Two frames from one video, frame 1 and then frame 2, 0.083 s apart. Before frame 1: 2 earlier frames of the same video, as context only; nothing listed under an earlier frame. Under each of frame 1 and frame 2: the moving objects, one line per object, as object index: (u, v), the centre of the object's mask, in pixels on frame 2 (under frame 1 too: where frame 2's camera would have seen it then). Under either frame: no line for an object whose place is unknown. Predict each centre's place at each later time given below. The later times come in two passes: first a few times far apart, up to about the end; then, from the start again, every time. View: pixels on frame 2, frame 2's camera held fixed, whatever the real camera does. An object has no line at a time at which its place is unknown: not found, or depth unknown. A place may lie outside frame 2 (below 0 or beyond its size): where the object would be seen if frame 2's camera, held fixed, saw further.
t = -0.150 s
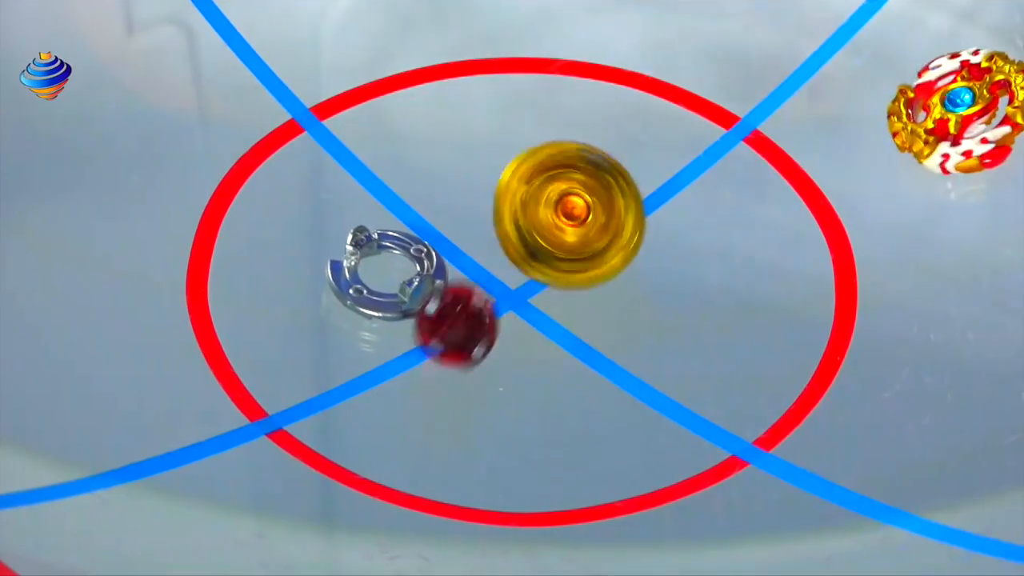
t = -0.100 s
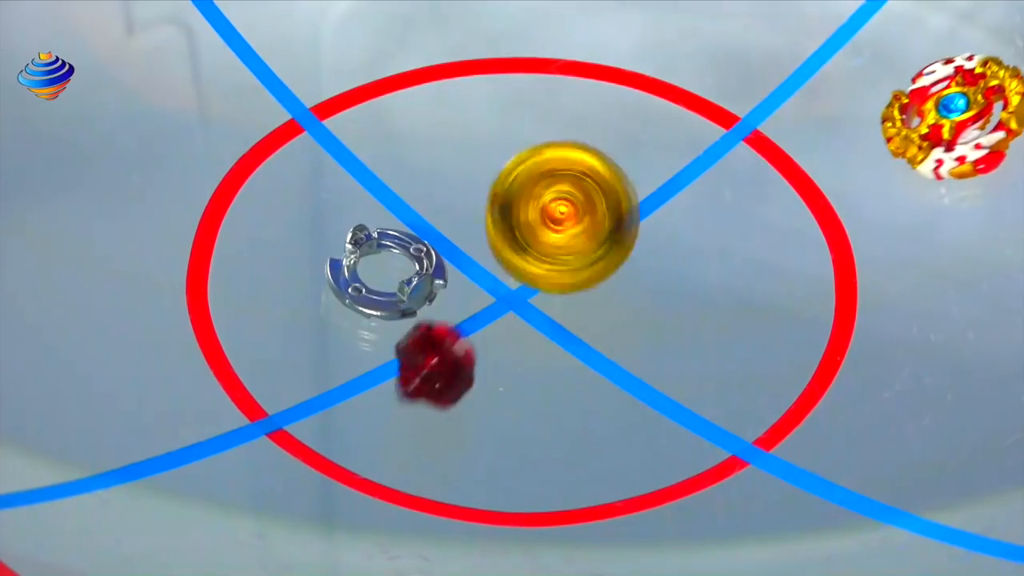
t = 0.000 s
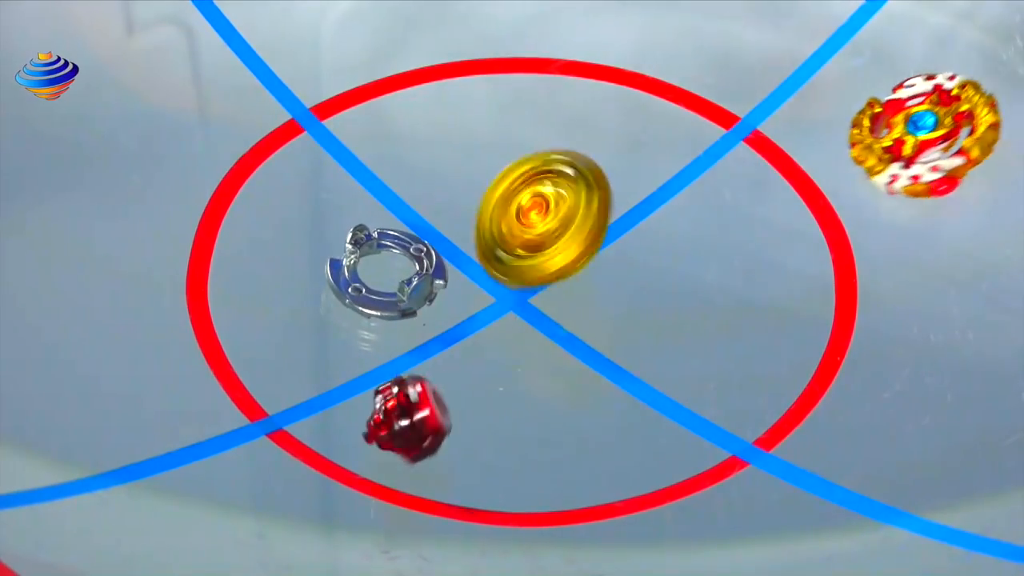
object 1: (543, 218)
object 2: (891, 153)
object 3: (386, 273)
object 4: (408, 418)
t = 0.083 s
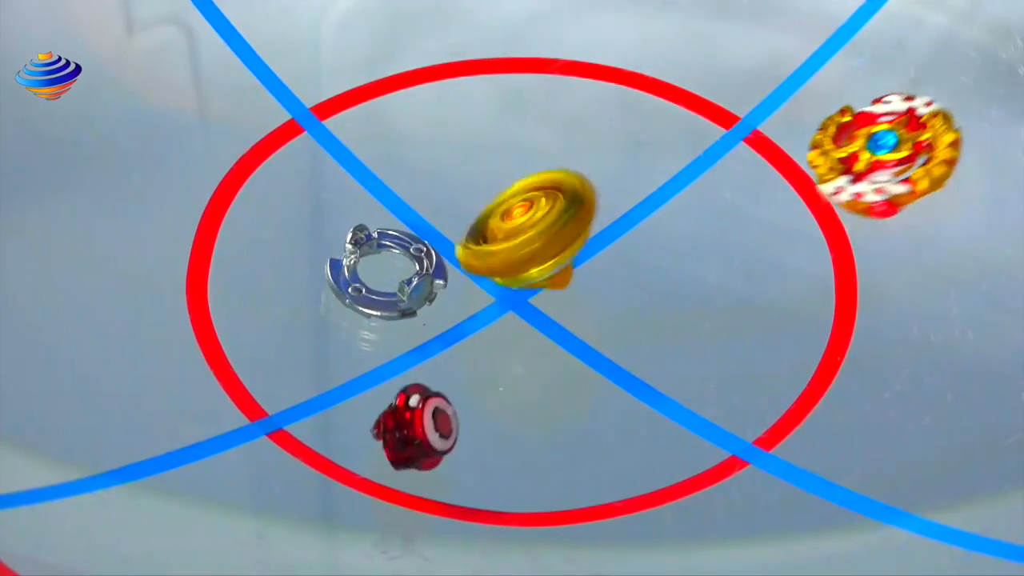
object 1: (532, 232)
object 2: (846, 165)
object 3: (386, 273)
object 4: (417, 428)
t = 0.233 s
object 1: (498, 248)
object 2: (741, 198)
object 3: (384, 274)
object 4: (439, 400)
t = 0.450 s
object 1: (502, 258)
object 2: (601, 234)
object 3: (385, 260)
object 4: (435, 368)
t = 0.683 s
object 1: (516, 264)
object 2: (617, 238)
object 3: (389, 256)
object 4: (385, 380)
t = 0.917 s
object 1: (509, 264)
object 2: (624, 238)
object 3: (388, 257)
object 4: (401, 368)
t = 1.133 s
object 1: (497, 246)
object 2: (635, 241)
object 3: (380, 254)
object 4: (403, 367)
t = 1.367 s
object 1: (568, 274)
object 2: (650, 239)
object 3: (350, 230)
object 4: (406, 363)
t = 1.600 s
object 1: (533, 285)
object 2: (641, 244)
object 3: (358, 233)
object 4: (407, 362)
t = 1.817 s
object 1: (505, 252)
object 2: (626, 248)
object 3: (360, 234)
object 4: (408, 362)
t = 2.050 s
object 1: (509, 255)
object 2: (616, 247)
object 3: (361, 234)
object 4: (409, 361)
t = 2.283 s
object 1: (514, 250)
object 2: (620, 249)
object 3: (361, 234)
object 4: (410, 360)
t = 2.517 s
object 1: (523, 241)
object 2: (618, 249)
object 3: (361, 235)
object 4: (410, 360)
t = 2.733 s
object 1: (513, 242)
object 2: (613, 252)
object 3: (361, 235)
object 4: (410, 360)
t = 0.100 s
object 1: (526, 234)
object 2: (837, 168)
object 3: (386, 273)
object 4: (420, 427)
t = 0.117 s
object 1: (523, 238)
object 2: (825, 170)
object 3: (386, 273)
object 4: (422, 425)
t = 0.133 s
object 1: (520, 244)
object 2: (815, 173)
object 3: (386, 273)
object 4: (424, 422)
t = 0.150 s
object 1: (516, 246)
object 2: (804, 178)
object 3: (385, 273)
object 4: (427, 419)
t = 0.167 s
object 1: (513, 247)
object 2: (794, 182)
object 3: (386, 273)
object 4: (429, 416)
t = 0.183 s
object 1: (507, 247)
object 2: (783, 185)
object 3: (385, 273)
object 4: (431, 412)
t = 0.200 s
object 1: (506, 250)
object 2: (770, 188)
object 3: (385, 274)
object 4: (434, 409)
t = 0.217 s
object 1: (499, 251)
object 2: (755, 189)
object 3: (385, 273)
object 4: (437, 405)
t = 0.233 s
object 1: (498, 248)
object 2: (741, 198)
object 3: (384, 274)
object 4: (439, 400)
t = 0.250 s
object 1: (494, 253)
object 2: (729, 201)
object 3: (384, 274)
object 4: (443, 396)
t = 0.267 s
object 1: (490, 254)
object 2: (714, 207)
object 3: (383, 274)
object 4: (446, 392)
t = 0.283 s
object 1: (489, 256)
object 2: (704, 208)
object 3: (383, 274)
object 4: (449, 387)
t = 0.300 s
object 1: (485, 254)
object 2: (690, 211)
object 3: (384, 274)
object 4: (453, 382)
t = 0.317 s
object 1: (486, 254)
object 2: (675, 216)
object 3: (383, 274)
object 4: (456, 377)
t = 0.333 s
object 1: (485, 252)
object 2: (661, 220)
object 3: (383, 274)
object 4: (460, 371)
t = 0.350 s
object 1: (485, 249)
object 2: (647, 225)
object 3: (383, 274)
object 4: (463, 366)
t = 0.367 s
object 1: (486, 251)
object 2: (634, 227)
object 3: (383, 274)
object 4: (466, 361)
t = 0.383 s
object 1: (485, 249)
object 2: (622, 229)
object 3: (383, 272)
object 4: (469, 356)
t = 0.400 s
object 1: (493, 254)
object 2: (611, 232)
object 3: (382, 268)
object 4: (472, 351)
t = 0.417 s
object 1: (497, 254)
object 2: (599, 234)
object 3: (383, 265)
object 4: (463, 355)
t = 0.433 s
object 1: (500, 253)
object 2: (595, 235)
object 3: (384, 262)
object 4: (448, 361)
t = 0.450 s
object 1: (502, 258)
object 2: (601, 234)
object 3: (385, 260)
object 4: (435, 368)
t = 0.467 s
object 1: (501, 260)
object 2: (601, 235)
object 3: (386, 259)
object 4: (424, 373)
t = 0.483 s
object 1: (506, 264)
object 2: (604, 235)
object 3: (387, 257)
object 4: (413, 379)
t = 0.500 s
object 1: (506, 266)
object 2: (605, 233)
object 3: (387, 257)
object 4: (404, 382)
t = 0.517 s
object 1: (505, 263)
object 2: (606, 232)
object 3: (386, 256)
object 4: (396, 384)
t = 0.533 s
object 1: (506, 261)
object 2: (608, 233)
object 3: (386, 256)
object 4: (389, 386)
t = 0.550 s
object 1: (508, 263)
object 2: (608, 231)
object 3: (386, 256)
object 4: (385, 387)
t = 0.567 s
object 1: (510, 265)
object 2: (608, 230)
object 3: (387, 256)
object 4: (382, 387)
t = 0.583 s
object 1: (510, 267)
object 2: (610, 230)
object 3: (387, 256)
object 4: (380, 386)
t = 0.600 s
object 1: (511, 266)
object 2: (610, 230)
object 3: (387, 256)
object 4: (379, 385)
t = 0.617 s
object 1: (511, 266)
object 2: (611, 234)
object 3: (388, 256)
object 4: (380, 384)
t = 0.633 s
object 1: (512, 264)
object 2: (611, 233)
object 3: (388, 256)
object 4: (381, 383)
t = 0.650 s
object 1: (514, 262)
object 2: (614, 233)
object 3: (389, 256)
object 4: (382, 382)
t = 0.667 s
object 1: (516, 265)
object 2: (616, 236)
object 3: (389, 256)
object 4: (384, 381)
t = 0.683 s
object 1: (516, 264)
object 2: (617, 238)
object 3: (389, 256)
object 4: (385, 380)
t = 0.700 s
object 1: (517, 265)
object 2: (615, 237)
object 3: (389, 256)
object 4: (387, 379)
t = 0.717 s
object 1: (518, 267)
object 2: (615, 239)
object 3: (389, 256)
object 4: (388, 378)
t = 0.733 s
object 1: (521, 265)
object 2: (616, 239)
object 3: (389, 256)
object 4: (390, 376)
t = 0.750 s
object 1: (524, 265)
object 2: (618, 239)
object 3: (389, 256)
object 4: (392, 375)
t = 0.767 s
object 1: (522, 265)
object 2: (618, 239)
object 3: (389, 256)
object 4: (393, 374)
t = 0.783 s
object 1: (524, 266)
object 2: (618, 239)
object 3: (389, 256)
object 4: (394, 373)
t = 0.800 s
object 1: (525, 270)
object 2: (618, 239)
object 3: (389, 256)
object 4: (395, 372)
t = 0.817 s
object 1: (522, 270)
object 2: (617, 239)
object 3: (389, 256)
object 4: (397, 371)
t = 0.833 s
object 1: (525, 268)
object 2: (620, 236)
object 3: (389, 256)
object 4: (398, 371)
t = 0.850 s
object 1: (522, 265)
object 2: (619, 235)
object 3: (389, 256)
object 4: (399, 370)
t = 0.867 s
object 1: (521, 261)
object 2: (618, 236)
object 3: (389, 256)
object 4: (399, 369)
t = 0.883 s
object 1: (522, 264)
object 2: (618, 234)
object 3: (389, 256)
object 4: (400, 369)
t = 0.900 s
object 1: (515, 264)
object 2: (621, 235)
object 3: (389, 256)
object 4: (401, 368)
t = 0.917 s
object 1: (509, 264)
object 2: (624, 238)
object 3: (388, 257)
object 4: (401, 368)
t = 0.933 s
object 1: (506, 260)
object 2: (622, 236)
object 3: (389, 256)
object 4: (402, 367)
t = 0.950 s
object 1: (500, 254)
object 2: (633, 241)
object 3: (388, 256)
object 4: (402, 367)
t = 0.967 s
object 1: (495, 249)
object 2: (636, 242)
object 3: (387, 257)
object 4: (402, 367)
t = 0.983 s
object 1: (494, 252)
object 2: (636, 243)
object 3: (386, 256)
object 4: (402, 367)
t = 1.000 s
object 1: (490, 252)
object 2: (636, 243)
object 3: (384, 254)
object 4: (403, 367)
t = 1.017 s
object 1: (491, 248)
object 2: (635, 242)
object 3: (383, 253)
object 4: (403, 367)
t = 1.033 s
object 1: (497, 247)
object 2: (635, 242)
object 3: (383, 253)
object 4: (403, 367)
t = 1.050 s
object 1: (497, 245)
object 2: (635, 242)
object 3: (383, 253)
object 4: (403, 367)
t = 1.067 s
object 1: (497, 241)
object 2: (635, 242)
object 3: (383, 253)
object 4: (403, 367)
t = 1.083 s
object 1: (499, 242)
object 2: (635, 242)
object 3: (383, 253)
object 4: (403, 367)
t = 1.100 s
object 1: (498, 245)
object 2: (635, 242)
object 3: (382, 254)
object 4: (403, 367)
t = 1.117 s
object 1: (497, 246)
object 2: (635, 242)
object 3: (381, 254)
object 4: (403, 367)
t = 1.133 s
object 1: (497, 246)
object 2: (635, 241)
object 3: (380, 254)
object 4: (403, 367)
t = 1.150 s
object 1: (497, 245)
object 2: (636, 243)
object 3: (379, 254)
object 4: (403, 367)
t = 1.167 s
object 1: (498, 244)
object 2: (636, 243)
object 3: (379, 254)
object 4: (403, 367)
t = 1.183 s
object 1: (499, 244)
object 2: (636, 243)
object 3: (380, 254)
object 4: (403, 367)
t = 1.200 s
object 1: (502, 247)
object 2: (636, 243)
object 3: (376, 248)
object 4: (403, 366)
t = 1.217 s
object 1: (509, 249)
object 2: (636, 243)
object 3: (368, 243)
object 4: (403, 366)
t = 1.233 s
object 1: (518, 251)
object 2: (636, 243)
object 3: (360, 239)
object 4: (404, 366)
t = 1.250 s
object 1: (525, 254)
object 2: (637, 243)
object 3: (354, 235)
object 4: (404, 365)
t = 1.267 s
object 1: (531, 256)
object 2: (638, 243)
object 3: (350, 232)
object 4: (405, 365)
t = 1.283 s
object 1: (538, 257)
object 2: (640, 243)
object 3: (348, 231)
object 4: (405, 364)
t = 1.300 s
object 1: (544, 262)
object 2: (641, 242)
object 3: (348, 230)
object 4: (406, 364)
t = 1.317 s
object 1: (549, 266)
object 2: (644, 242)
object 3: (348, 230)
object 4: (406, 364)
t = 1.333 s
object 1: (555, 268)
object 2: (645, 242)
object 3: (349, 230)
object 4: (406, 364)
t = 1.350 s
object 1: (563, 269)
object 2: (647, 242)
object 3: (350, 230)
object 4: (406, 364)
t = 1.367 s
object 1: (568, 274)
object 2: (650, 239)
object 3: (350, 230)
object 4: (406, 363)
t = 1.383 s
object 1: (570, 279)
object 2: (650, 239)
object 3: (351, 231)
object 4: (407, 363)
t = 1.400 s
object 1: (571, 281)
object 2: (649, 239)
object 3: (351, 231)
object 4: (407, 363)
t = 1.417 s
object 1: (576, 281)
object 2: (648, 237)
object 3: (352, 231)
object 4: (407, 363)
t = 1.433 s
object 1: (576, 284)
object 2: (647, 236)
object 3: (353, 231)
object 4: (407, 363)
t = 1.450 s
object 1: (572, 287)
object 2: (647, 234)
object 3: (353, 231)
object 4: (407, 363)
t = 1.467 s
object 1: (568, 289)
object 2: (647, 235)
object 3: (354, 232)
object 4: (407, 363)
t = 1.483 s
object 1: (566, 291)
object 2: (650, 236)
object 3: (354, 232)
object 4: (407, 363)
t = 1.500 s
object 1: (562, 290)
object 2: (649, 238)
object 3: (354, 232)
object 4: (407, 363)
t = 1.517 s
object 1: (557, 292)
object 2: (647, 239)
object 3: (355, 232)
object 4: (407, 363)
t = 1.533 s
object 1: (553, 291)
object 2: (646, 240)
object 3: (356, 233)
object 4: (407, 363)
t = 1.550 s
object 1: (547, 290)
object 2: (644, 242)
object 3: (356, 233)
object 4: (407, 363)
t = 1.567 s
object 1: (544, 288)
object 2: (644, 242)
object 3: (357, 233)
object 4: (407, 363)
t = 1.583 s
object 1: (538, 286)
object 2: (643, 243)
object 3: (358, 233)
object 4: (407, 362)
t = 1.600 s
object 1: (533, 285)
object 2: (641, 244)
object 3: (358, 233)
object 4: (407, 362)
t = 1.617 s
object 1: (529, 280)
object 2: (640, 244)
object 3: (358, 233)
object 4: (407, 362)
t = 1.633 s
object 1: (527, 277)
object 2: (639, 244)
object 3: (359, 233)
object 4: (407, 362)
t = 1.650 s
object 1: (527, 276)
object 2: (638, 245)
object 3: (359, 234)
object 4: (407, 362)
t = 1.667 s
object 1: (524, 271)
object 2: (636, 245)
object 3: (359, 234)
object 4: (407, 362)
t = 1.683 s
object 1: (522, 267)
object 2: (634, 245)
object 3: (359, 234)
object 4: (407, 362)
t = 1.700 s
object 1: (520, 262)
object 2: (632, 245)
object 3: (359, 234)
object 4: (408, 362)
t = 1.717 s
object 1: (519, 260)
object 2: (632, 246)
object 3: (359, 234)
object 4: (408, 362)
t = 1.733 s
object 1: (518, 260)
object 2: (631, 246)
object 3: (359, 234)
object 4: (408, 362)
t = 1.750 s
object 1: (515, 259)
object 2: (629, 246)
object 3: (359, 234)
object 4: (408, 362)
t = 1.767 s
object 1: (512, 256)
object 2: (628, 246)
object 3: (359, 234)
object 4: (408, 362)
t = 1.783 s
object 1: (510, 254)
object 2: (628, 248)
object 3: (360, 234)
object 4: (408, 362)
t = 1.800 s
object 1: (507, 252)
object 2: (627, 248)
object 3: (360, 234)
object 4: (408, 362)
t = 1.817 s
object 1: (505, 252)
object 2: (626, 248)
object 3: (360, 234)
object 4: (408, 362)
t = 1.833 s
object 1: (502, 251)
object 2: (625, 248)
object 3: (360, 234)
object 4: (408, 362)
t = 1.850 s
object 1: (500, 250)
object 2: (624, 249)
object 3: (360, 234)
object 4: (408, 361)
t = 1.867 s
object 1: (499, 250)
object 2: (621, 248)
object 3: (360, 234)
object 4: (408, 361)
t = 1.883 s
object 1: (498, 250)
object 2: (621, 249)
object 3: (360, 234)
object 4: (408, 361)
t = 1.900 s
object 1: (497, 250)
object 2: (618, 248)
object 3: (360, 234)
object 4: (408, 361)
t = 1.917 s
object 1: (496, 249)
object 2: (617, 248)
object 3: (360, 234)
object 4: (408, 361)
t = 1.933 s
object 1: (498, 250)
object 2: (615, 247)
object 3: (360, 234)
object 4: (408, 361)
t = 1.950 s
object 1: (501, 251)
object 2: (615, 247)
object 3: (360, 234)
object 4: (408, 361)
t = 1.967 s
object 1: (505, 251)
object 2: (614, 247)
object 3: (360, 234)
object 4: (408, 361)
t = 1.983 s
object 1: (509, 253)
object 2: (614, 247)
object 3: (360, 234)
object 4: (409, 361)
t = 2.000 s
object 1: (508, 255)
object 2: (614, 247)
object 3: (360, 234)
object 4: (409, 361)
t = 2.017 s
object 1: (508, 256)
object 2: (614, 247)
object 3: (360, 234)
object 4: (409, 361)
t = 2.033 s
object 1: (509, 256)
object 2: (616, 248)
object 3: (361, 234)
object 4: (409, 361)
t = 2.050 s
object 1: (509, 255)
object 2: (616, 247)
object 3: (361, 234)
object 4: (409, 361)
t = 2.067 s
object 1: (508, 254)
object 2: (618, 246)
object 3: (361, 234)
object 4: (409, 361)
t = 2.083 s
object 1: (508, 253)
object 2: (618, 248)
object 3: (361, 234)
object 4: (409, 361)
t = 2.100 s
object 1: (510, 252)
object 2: (618, 248)
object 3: (361, 234)
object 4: (409, 361)
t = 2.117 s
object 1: (510, 251)
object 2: (618, 248)
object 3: (361, 234)
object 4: (409, 361)
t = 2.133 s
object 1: (509, 250)
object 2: (618, 248)
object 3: (361, 234)
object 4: (409, 361)
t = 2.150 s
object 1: (510, 249)
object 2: (618, 248)
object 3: (361, 234)
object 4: (409, 361)
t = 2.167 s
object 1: (511, 247)
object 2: (618, 248)
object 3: (361, 234)
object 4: (409, 361)
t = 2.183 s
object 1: (512, 246)
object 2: (618, 249)
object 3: (361, 234)
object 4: (409, 361)
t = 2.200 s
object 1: (513, 245)
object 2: (618, 248)
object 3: (361, 234)
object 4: (409, 360)
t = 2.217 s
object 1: (514, 245)
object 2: (618, 249)
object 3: (361, 234)
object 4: (409, 360)
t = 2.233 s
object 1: (515, 246)
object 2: (618, 249)
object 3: (361, 234)
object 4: (410, 360)
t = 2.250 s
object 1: (515, 248)
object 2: (619, 249)
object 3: (361, 234)
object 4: (410, 360)
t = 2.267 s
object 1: (515, 249)
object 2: (620, 249)
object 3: (361, 234)
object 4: (410, 360)
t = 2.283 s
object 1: (514, 250)
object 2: (620, 249)
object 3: (361, 234)
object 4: (410, 360)
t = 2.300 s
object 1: (514, 251)
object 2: (620, 249)
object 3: (361, 234)
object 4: (410, 360)
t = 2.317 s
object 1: (514, 251)
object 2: (620, 249)
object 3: (361, 234)
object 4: (410, 360)
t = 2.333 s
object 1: (514, 251)
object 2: (621, 249)
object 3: (361, 234)
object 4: (410, 360)
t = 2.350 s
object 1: (515, 251)
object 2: (621, 249)
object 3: (361, 235)
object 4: (410, 360)
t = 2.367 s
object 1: (515, 250)
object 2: (621, 249)
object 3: (361, 234)
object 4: (410, 360)
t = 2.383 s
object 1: (516, 249)
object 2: (622, 249)
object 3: (361, 235)
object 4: (410, 360)
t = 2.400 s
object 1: (516, 247)
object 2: (621, 249)
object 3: (361, 234)
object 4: (410, 360)
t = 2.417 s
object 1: (516, 246)
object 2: (621, 249)
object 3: (361, 234)
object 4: (410, 360)
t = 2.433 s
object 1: (515, 245)
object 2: (619, 249)
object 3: (361, 234)
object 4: (410, 360)
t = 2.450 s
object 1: (515, 243)
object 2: (619, 249)
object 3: (361, 235)
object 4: (410, 360)
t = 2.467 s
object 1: (516, 241)
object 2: (618, 249)
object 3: (361, 234)
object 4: (410, 360)
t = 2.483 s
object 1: (519, 241)
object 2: (618, 249)
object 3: (361, 235)
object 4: (410, 360)
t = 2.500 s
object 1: (521, 241)
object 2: (618, 249)
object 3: (361, 235)
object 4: (410, 360)
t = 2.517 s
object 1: (523, 241)
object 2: (618, 249)
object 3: (361, 235)
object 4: (410, 360)
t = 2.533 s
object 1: (524, 242)
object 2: (617, 249)
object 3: (361, 234)
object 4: (410, 360)
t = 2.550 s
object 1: (523, 242)
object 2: (618, 249)
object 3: (361, 234)
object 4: (410, 360)
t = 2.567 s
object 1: (523, 241)
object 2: (617, 249)
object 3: (361, 234)
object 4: (410, 360)
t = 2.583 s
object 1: (523, 241)
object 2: (618, 249)
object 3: (361, 235)
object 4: (410, 360)
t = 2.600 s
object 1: (522, 240)
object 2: (619, 249)
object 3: (361, 235)
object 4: (410, 360)
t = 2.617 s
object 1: (521, 240)
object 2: (619, 250)
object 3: (361, 234)
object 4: (410, 360)
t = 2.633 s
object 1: (520, 240)
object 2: (619, 249)
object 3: (361, 234)
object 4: (410, 360)
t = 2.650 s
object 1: (518, 240)
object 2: (619, 248)
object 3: (361, 234)
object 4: (410, 360)
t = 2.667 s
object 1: (516, 241)
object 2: (619, 249)
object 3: (361, 234)
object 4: (410, 360)
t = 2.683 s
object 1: (515, 241)
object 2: (619, 248)
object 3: (361, 234)
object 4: (410, 360)
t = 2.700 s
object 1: (514, 241)
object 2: (634, 242)
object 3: (361, 235)
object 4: (410, 360)
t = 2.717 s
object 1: (513, 242)
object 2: (613, 246)
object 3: (361, 235)
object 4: (410, 360)
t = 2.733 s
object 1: (513, 242)
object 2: (613, 252)
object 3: (361, 235)
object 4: (410, 360)
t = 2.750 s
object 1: (513, 242)
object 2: (612, 248)
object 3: (361, 235)
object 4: (410, 360)
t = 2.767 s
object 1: (513, 242)
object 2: (613, 251)
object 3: (361, 234)
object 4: (410, 360)
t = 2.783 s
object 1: (513, 242)
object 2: (612, 251)
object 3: (361, 235)
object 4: (410, 360)
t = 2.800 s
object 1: (513, 242)
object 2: (614, 251)
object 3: (361, 235)
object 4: (410, 360)
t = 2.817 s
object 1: (513, 242)
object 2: (612, 247)
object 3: (361, 235)
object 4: (410, 360)
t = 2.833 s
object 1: (513, 242)
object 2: (613, 252)
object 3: (361, 235)
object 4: (410, 360)
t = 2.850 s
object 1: (513, 242)
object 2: (611, 247)
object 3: (361, 235)
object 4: (410, 360)
